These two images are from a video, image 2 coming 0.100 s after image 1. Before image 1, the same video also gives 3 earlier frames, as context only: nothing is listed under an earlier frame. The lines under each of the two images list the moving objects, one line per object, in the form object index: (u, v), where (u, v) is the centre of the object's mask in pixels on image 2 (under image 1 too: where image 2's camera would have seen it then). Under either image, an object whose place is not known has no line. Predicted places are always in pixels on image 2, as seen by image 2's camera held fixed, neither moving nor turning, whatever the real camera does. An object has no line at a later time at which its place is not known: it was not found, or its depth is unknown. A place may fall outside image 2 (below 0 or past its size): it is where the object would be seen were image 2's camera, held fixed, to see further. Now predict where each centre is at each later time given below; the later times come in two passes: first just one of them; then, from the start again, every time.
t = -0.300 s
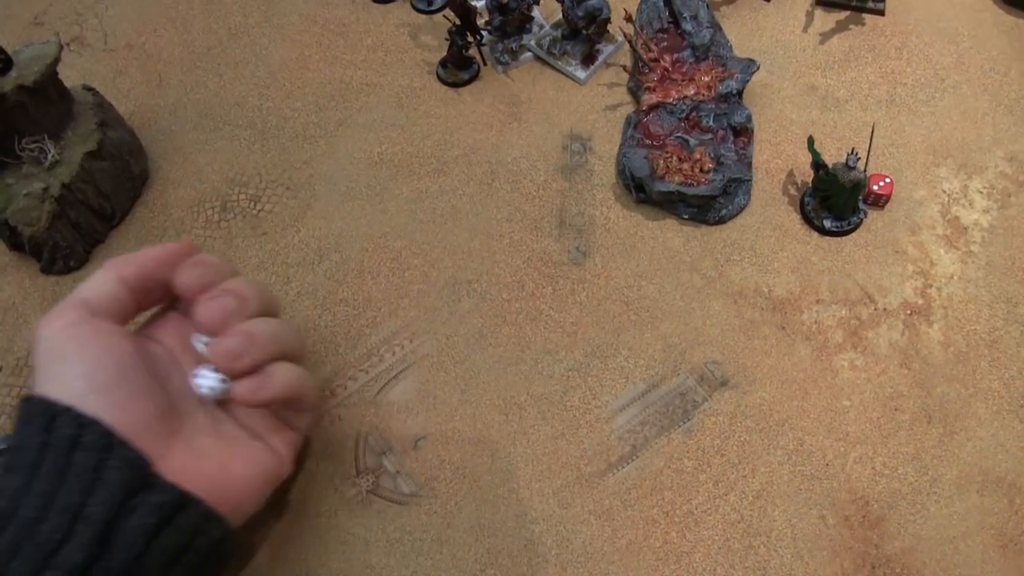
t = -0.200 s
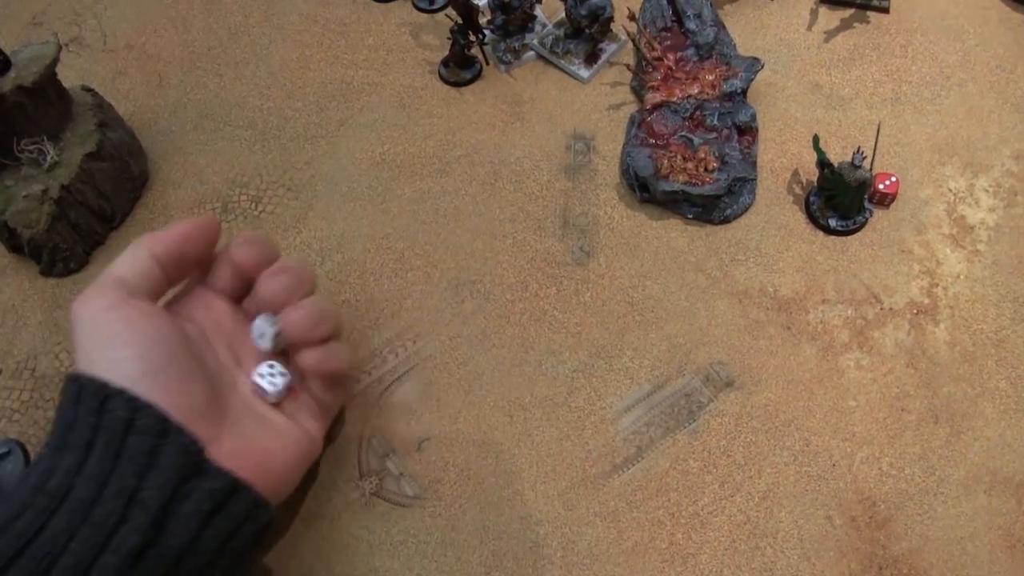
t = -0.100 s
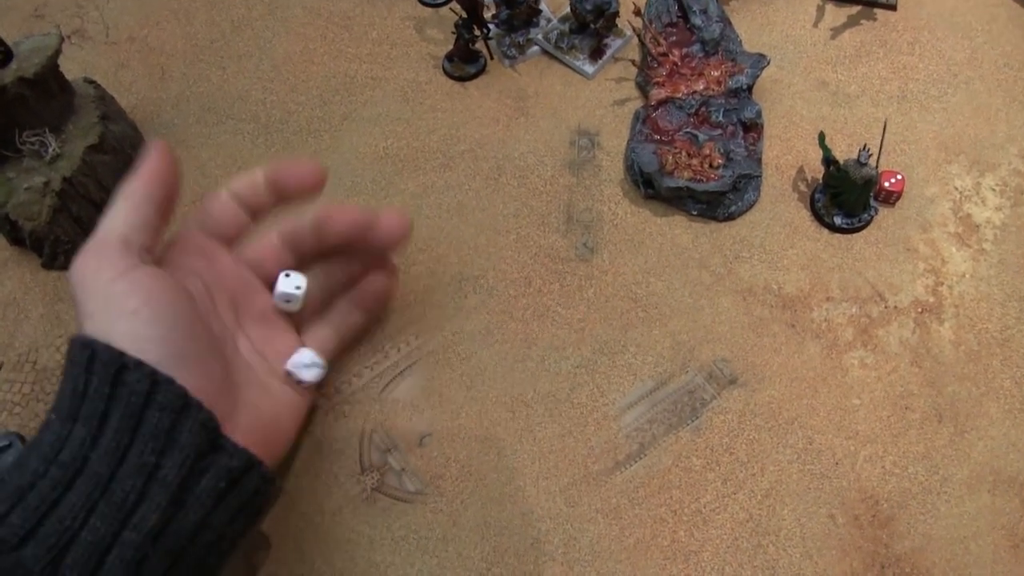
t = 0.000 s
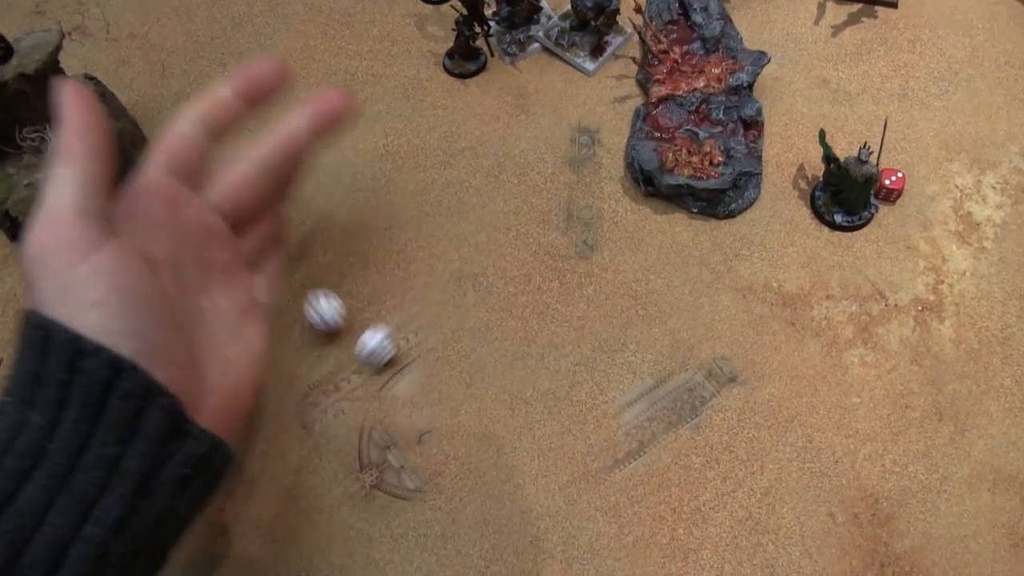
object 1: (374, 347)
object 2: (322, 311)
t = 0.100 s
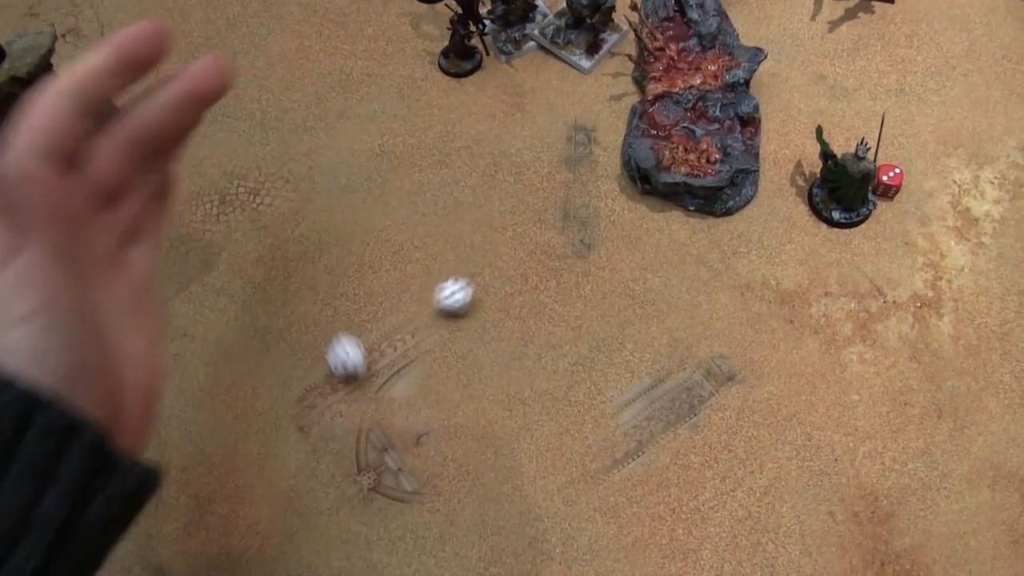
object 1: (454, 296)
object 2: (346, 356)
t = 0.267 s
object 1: (518, 246)
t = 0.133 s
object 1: (474, 280)
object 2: (363, 374)
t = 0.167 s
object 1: (492, 267)
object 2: (383, 388)
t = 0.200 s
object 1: (499, 262)
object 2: (395, 396)
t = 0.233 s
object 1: (508, 251)
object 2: (414, 405)
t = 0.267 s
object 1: (518, 246)
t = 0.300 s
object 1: (526, 244)
